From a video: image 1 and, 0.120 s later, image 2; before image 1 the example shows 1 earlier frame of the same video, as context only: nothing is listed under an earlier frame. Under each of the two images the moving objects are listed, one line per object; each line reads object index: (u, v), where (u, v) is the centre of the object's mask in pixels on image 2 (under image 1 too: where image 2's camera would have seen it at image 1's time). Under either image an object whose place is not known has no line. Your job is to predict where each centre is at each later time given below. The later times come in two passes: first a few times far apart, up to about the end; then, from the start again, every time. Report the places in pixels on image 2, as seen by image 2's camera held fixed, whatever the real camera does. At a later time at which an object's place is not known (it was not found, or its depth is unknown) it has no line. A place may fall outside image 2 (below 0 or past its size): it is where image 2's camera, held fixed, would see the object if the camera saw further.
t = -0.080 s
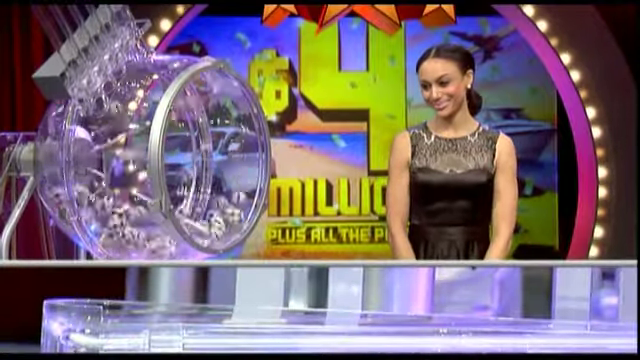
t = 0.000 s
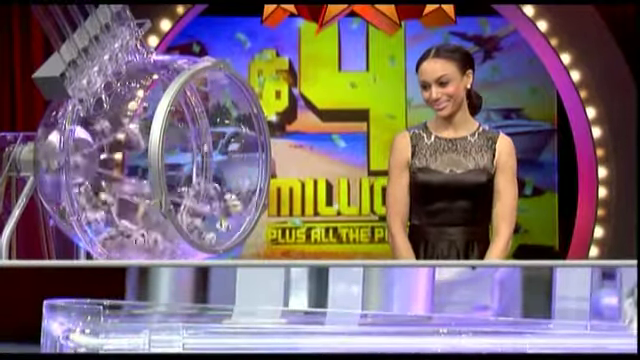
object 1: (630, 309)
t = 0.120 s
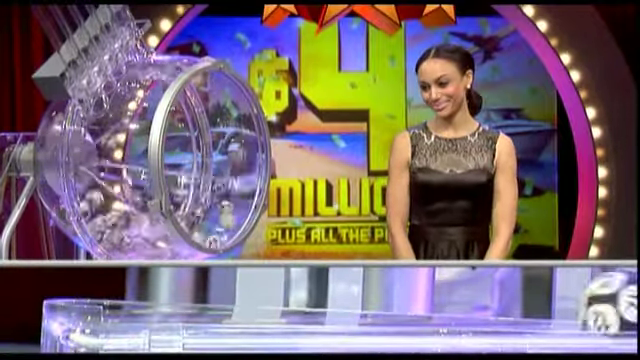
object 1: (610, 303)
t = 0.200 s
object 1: (587, 302)
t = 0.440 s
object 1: (471, 303)
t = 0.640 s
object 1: (362, 304)
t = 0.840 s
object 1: (238, 304)
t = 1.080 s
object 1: (106, 296)
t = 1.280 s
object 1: (125, 304)
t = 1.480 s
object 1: (168, 303)
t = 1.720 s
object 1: (172, 303)
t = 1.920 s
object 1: (156, 304)
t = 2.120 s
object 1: (134, 304)
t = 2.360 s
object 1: (105, 305)
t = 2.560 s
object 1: (110, 304)
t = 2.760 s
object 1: (107, 305)
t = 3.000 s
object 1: (105, 304)
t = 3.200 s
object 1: (104, 305)
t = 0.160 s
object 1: (601, 303)
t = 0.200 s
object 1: (587, 302)
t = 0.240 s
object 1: (570, 303)
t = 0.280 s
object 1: (550, 304)
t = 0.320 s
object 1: (533, 304)
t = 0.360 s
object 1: (513, 302)
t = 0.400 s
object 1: (492, 302)
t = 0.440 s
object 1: (471, 303)
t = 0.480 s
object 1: (451, 303)
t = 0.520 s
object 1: (429, 302)
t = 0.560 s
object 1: (407, 302)
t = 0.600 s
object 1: (383, 304)
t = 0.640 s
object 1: (362, 304)
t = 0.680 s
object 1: (337, 303)
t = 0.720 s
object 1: (313, 304)
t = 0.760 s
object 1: (290, 302)
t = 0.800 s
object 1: (263, 304)
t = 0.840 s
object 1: (238, 304)
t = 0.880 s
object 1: (211, 304)
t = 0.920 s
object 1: (185, 302)
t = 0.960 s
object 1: (159, 303)
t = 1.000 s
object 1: (131, 304)
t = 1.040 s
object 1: (105, 302)
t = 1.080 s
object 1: (106, 296)
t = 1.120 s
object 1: (111, 302)
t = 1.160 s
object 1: (107, 300)
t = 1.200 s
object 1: (104, 303)
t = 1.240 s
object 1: (114, 303)
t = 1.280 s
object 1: (125, 304)
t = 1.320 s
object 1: (137, 304)
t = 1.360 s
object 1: (147, 304)
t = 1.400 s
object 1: (155, 304)
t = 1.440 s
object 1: (163, 304)
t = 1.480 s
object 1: (168, 303)
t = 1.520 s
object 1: (172, 302)
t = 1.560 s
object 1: (175, 302)
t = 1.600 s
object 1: (177, 302)
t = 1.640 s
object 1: (176, 303)
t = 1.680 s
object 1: (175, 303)
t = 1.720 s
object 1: (172, 303)
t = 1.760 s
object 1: (169, 303)
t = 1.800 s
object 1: (166, 304)
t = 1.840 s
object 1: (164, 304)
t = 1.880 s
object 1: (160, 304)
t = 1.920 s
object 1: (156, 304)
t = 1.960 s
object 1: (152, 304)
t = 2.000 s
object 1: (148, 304)
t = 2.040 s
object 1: (144, 304)
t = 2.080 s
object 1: (140, 305)
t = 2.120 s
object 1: (134, 304)
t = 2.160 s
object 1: (128, 304)
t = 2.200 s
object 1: (122, 304)
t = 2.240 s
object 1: (115, 305)
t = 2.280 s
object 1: (109, 304)
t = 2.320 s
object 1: (104, 304)
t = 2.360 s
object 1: (105, 305)
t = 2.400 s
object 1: (108, 305)
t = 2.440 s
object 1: (110, 305)
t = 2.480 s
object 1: (111, 304)
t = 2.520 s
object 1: (111, 304)
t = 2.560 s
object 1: (110, 304)
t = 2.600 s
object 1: (108, 305)
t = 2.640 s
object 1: (106, 305)
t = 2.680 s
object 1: (104, 304)
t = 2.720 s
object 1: (106, 305)
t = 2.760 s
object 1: (107, 305)
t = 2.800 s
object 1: (107, 305)
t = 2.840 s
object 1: (105, 305)
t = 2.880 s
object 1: (104, 305)
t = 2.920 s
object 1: (105, 305)
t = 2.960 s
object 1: (105, 305)
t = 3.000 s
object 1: (105, 304)
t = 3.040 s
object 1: (104, 305)
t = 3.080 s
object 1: (104, 304)
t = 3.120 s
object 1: (104, 304)
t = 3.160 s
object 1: (104, 305)
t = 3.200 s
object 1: (104, 305)
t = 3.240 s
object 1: (104, 305)
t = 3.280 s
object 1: (104, 305)
